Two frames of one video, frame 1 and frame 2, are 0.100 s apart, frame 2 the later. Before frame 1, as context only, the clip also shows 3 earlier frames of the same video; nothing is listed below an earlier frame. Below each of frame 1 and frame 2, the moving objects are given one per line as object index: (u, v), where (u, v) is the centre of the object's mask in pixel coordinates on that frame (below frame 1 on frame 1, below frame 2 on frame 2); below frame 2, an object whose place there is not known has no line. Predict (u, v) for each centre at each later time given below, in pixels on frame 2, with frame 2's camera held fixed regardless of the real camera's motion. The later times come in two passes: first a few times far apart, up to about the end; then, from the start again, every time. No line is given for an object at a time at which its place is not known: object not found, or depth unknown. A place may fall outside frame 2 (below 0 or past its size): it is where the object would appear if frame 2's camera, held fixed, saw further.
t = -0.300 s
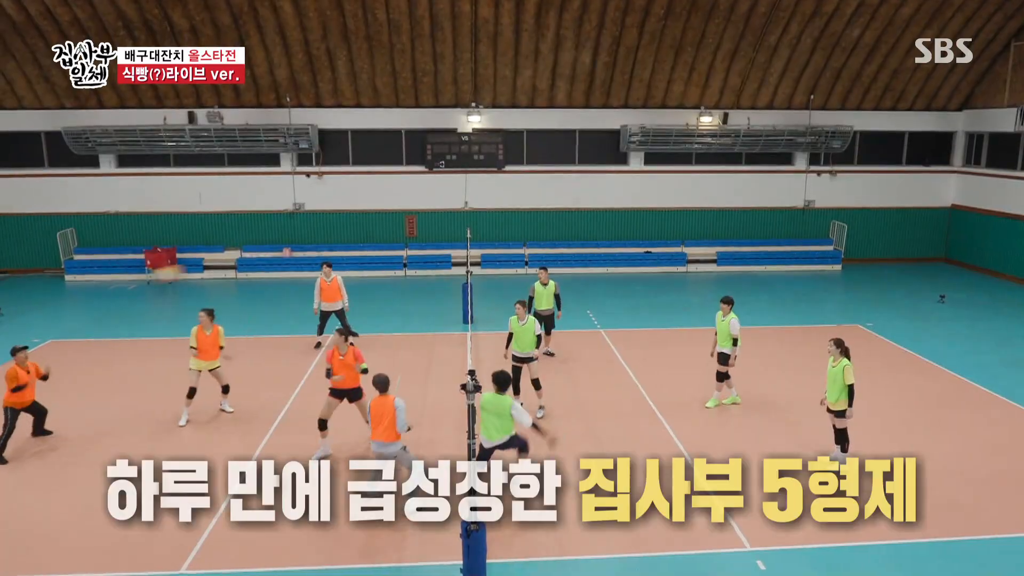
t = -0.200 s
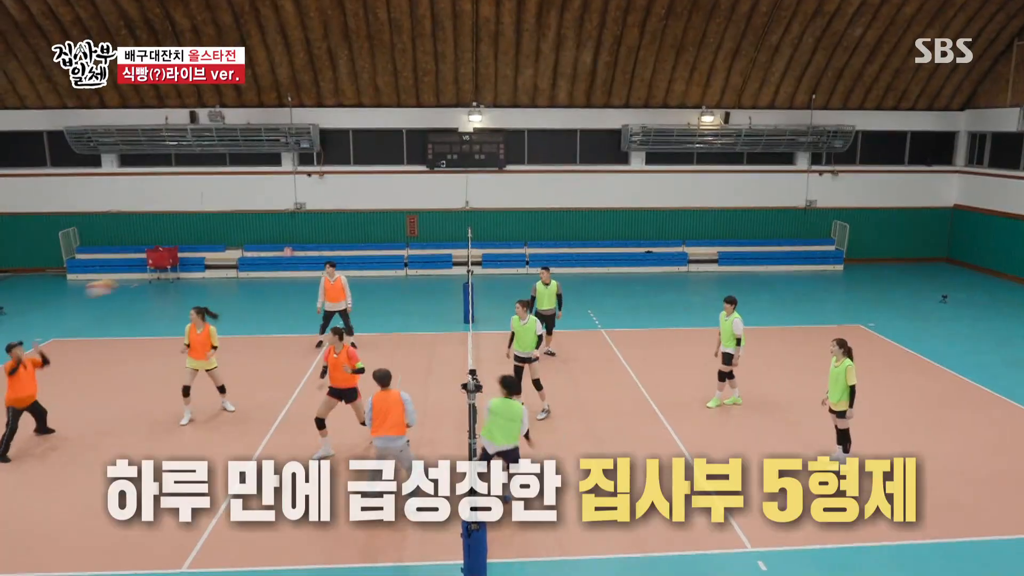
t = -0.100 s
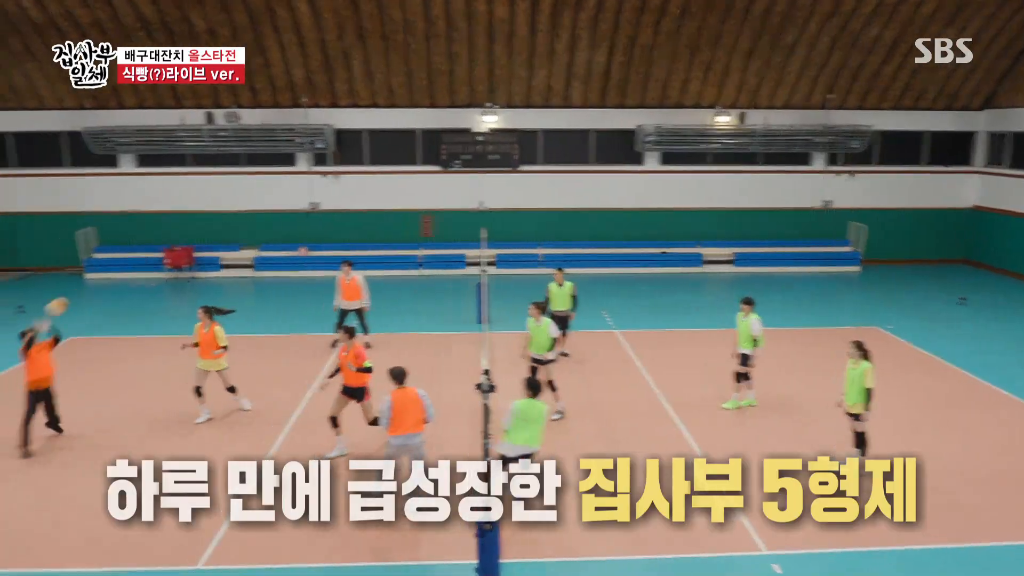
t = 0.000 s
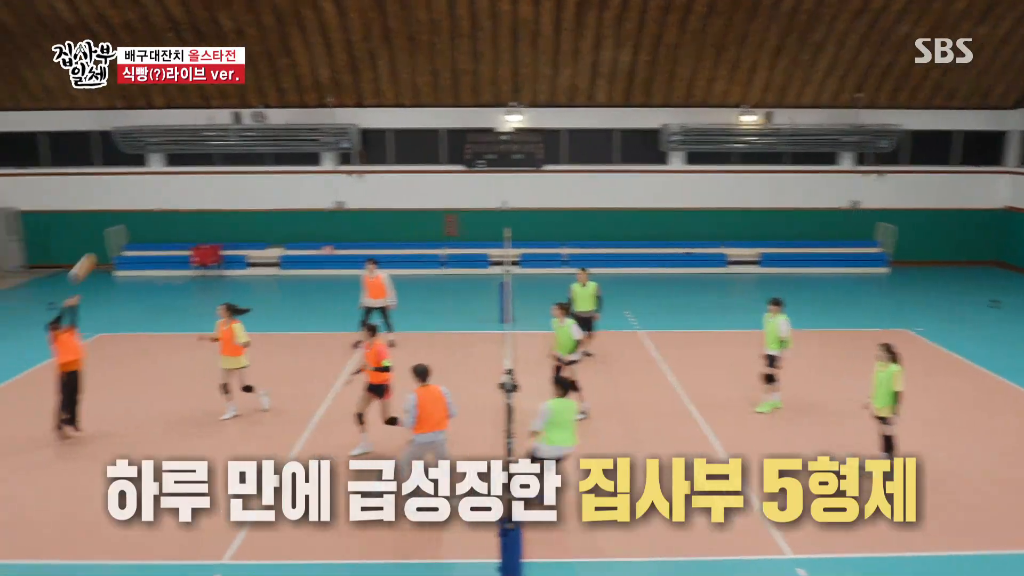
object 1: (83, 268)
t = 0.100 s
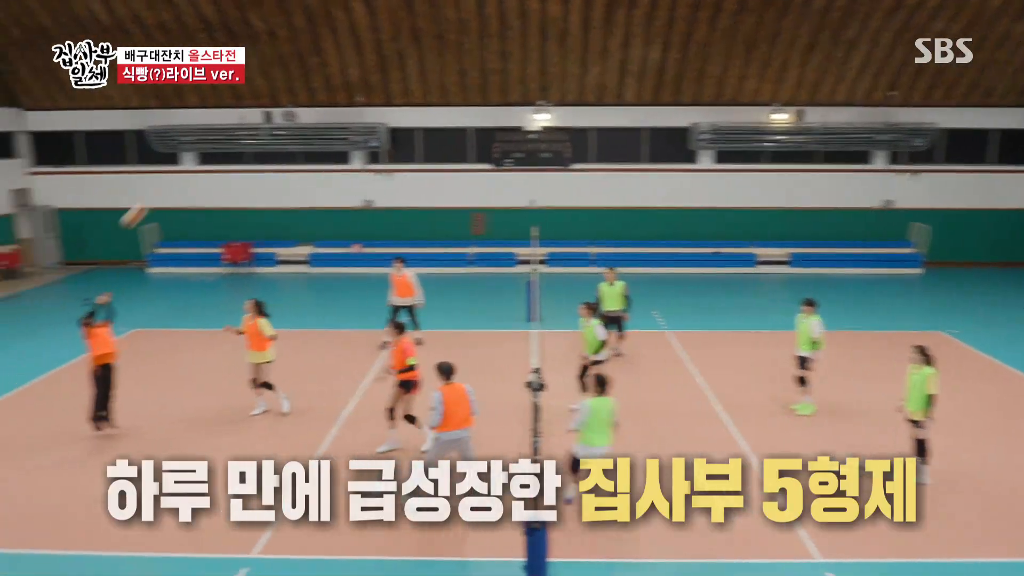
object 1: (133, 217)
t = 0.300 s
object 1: (172, 135)
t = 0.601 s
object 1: (233, 68)
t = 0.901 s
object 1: (296, 67)
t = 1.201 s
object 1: (360, 127)
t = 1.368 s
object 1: (394, 182)
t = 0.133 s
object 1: (140, 201)
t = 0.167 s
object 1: (148, 185)
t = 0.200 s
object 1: (157, 168)
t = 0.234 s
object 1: (161, 157)
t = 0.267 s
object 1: (166, 146)
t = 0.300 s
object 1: (172, 135)
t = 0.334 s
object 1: (178, 125)
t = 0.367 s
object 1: (186, 112)
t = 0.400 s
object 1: (193, 104)
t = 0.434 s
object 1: (199, 97)
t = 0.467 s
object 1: (206, 90)
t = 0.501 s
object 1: (213, 83)
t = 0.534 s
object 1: (220, 77)
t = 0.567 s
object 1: (226, 72)
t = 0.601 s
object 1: (233, 68)
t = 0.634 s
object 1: (240, 65)
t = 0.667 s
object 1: (247, 62)
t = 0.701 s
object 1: (253, 60)
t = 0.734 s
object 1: (260, 60)
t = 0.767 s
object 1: (268, 60)
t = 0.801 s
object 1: (275, 60)
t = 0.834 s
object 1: (282, 61)
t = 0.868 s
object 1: (289, 64)
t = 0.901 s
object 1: (296, 67)
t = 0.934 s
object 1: (303, 71)
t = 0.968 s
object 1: (310, 76)
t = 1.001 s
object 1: (317, 80)
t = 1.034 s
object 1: (324, 87)
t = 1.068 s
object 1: (331, 93)
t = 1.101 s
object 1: (338, 99)
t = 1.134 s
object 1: (345, 108)
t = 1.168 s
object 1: (353, 117)
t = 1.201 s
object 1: (360, 127)
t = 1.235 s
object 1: (366, 137)
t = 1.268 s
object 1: (373, 149)
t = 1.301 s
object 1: (378, 158)
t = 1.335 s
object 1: (386, 171)
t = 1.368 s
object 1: (394, 182)
